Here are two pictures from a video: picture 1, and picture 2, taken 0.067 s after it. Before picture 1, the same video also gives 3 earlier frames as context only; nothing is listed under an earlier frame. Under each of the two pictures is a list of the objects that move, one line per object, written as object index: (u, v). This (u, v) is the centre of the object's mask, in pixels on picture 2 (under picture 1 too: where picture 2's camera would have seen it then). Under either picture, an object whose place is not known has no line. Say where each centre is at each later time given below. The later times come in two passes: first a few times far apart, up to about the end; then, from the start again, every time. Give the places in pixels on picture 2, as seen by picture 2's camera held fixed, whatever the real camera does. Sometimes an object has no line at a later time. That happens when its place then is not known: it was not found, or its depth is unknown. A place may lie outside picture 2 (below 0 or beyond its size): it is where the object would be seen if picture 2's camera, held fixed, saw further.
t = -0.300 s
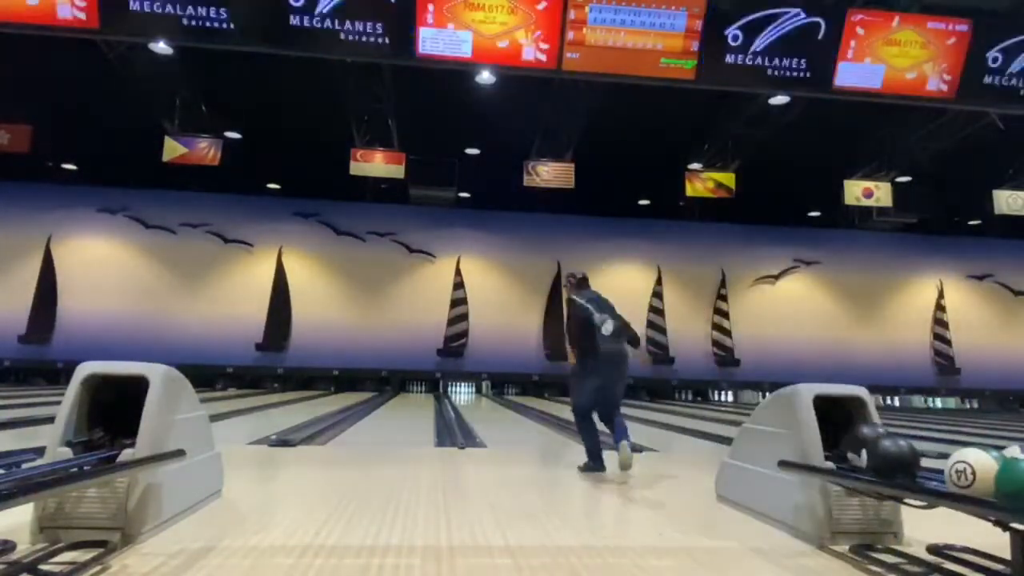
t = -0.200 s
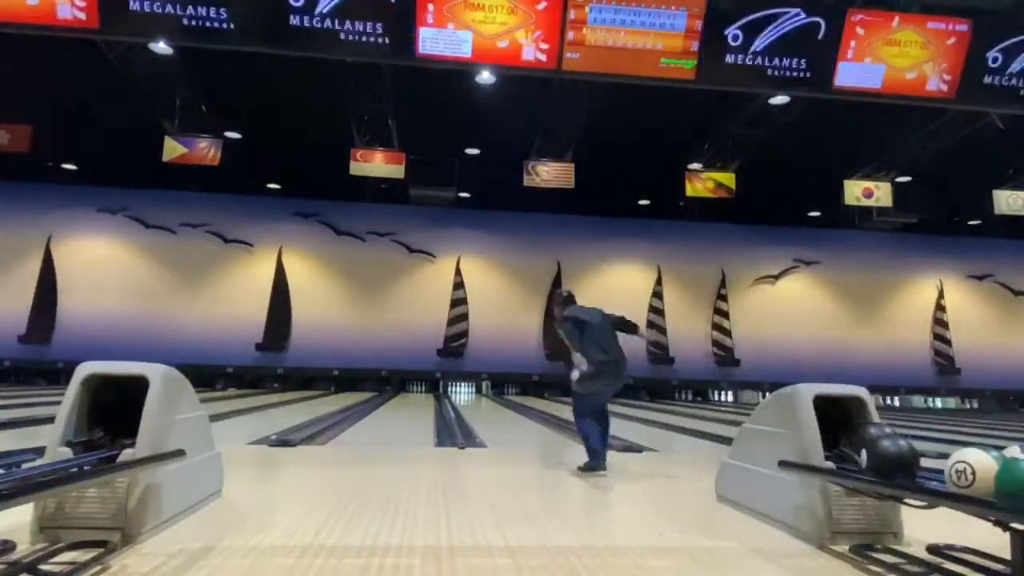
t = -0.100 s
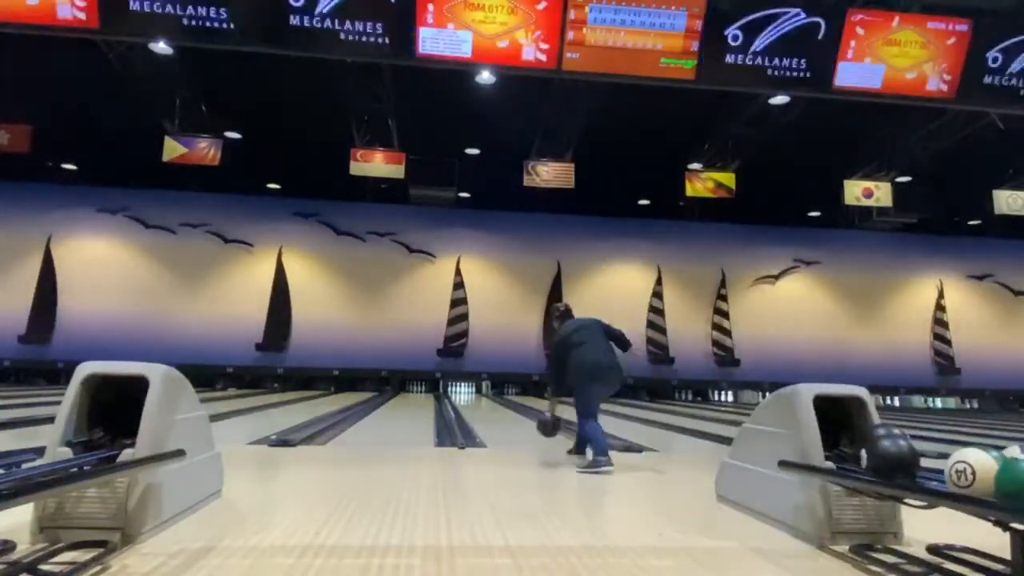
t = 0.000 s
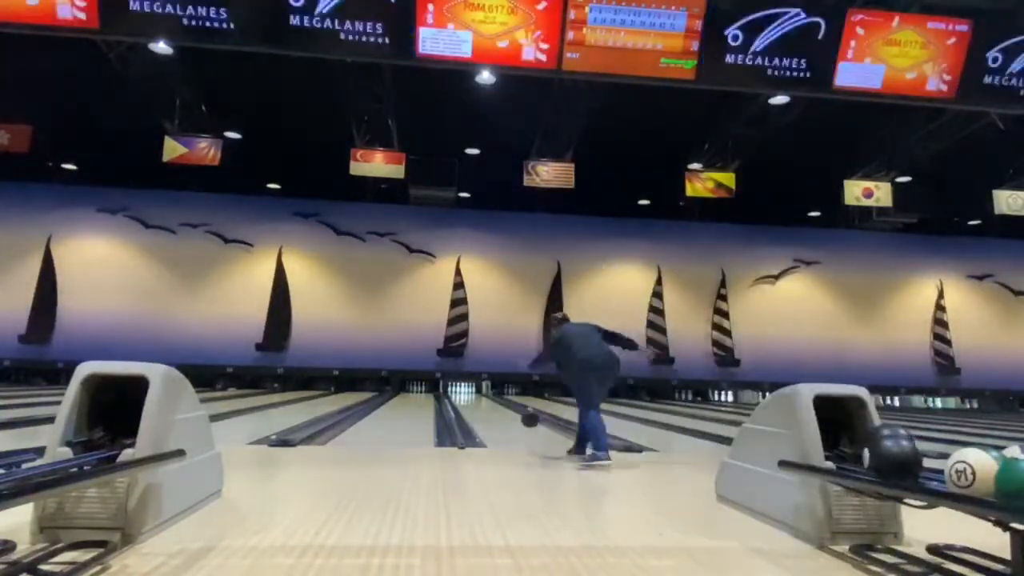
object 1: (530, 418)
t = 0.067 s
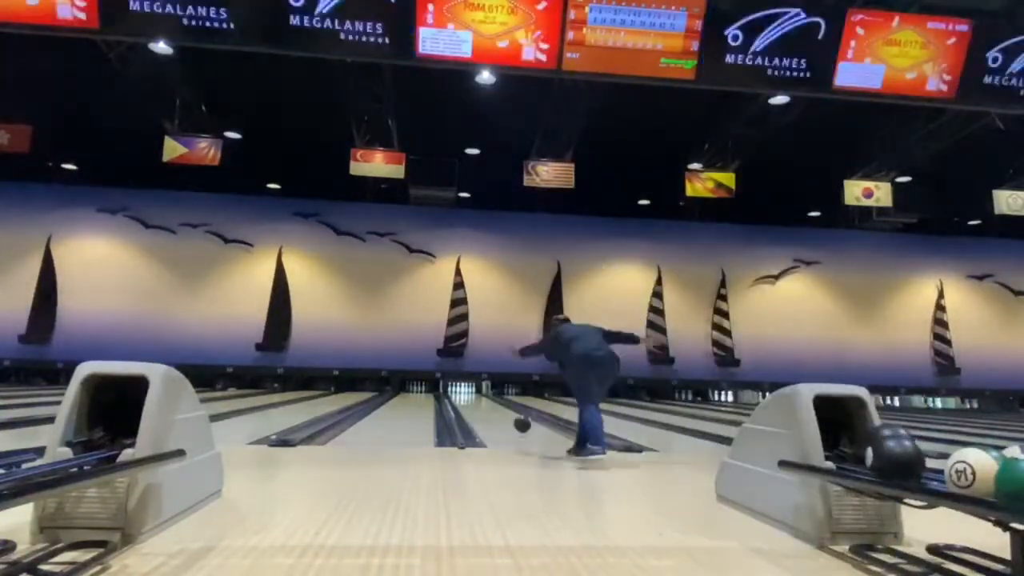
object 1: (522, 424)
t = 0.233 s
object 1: (509, 415)
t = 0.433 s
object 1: (499, 406)
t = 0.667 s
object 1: (492, 401)
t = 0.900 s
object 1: (489, 396)
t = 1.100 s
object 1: (488, 396)
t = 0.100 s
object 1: (518, 424)
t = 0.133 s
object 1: (516, 421)
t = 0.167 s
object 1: (513, 420)
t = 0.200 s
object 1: (511, 417)
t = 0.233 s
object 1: (509, 415)
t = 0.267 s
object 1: (507, 413)
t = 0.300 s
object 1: (505, 412)
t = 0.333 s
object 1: (504, 410)
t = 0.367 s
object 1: (502, 408)
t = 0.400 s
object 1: (501, 407)
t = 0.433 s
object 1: (499, 406)
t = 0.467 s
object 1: (498, 405)
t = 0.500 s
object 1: (497, 404)
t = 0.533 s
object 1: (496, 403)
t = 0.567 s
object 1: (495, 402)
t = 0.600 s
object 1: (494, 401)
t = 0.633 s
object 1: (493, 401)
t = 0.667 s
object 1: (492, 401)
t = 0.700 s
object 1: (492, 400)
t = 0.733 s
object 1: (492, 399)
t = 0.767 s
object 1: (491, 399)
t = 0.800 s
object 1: (491, 399)
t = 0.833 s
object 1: (489, 398)
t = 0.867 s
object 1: (488, 396)
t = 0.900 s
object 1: (489, 396)
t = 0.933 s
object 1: (489, 396)
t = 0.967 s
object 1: (489, 396)
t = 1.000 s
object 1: (488, 396)
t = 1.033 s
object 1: (488, 396)
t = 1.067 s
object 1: (488, 396)
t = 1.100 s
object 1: (488, 396)
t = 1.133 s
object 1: (488, 396)
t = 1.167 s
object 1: (488, 396)
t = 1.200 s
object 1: (488, 396)
